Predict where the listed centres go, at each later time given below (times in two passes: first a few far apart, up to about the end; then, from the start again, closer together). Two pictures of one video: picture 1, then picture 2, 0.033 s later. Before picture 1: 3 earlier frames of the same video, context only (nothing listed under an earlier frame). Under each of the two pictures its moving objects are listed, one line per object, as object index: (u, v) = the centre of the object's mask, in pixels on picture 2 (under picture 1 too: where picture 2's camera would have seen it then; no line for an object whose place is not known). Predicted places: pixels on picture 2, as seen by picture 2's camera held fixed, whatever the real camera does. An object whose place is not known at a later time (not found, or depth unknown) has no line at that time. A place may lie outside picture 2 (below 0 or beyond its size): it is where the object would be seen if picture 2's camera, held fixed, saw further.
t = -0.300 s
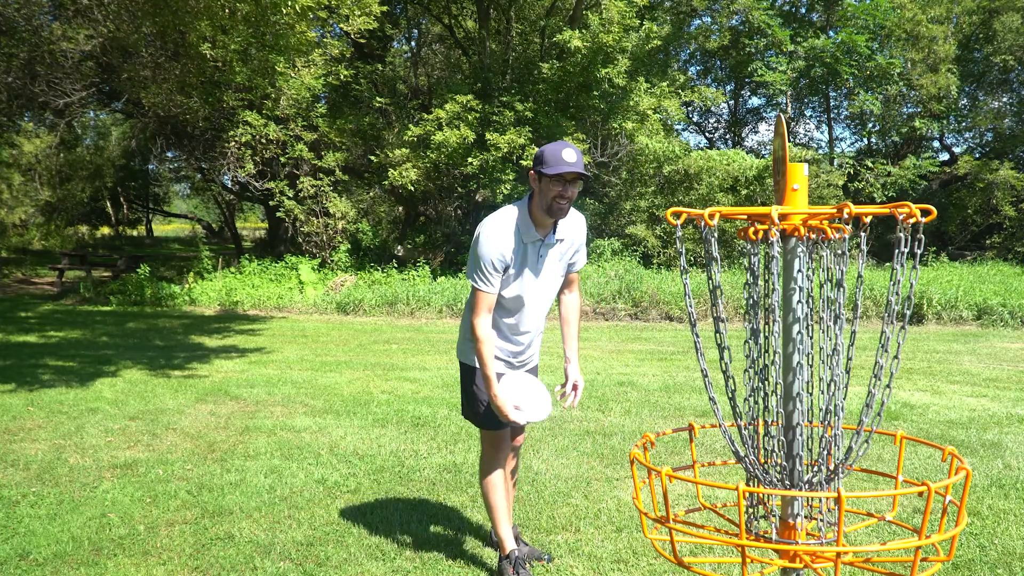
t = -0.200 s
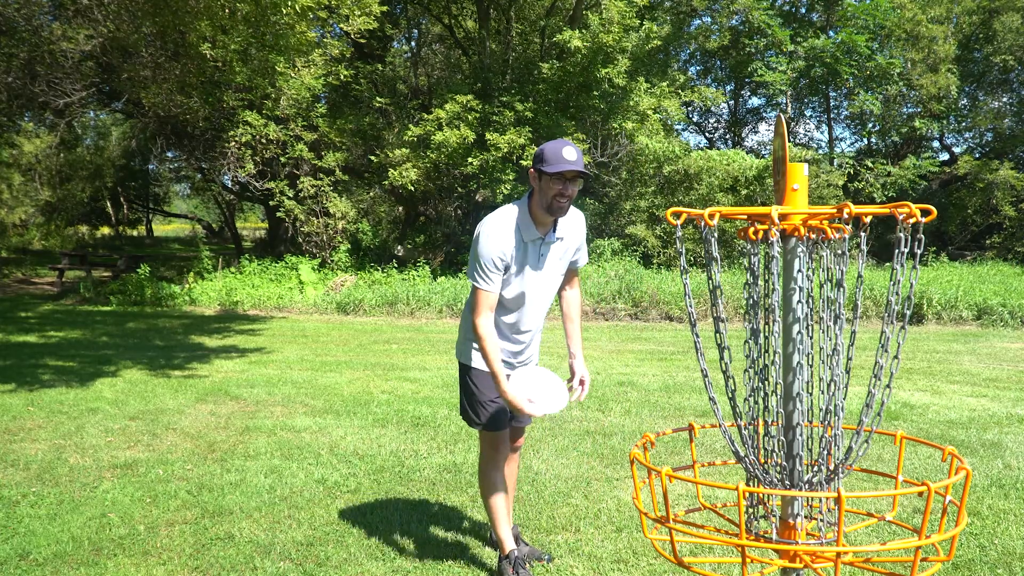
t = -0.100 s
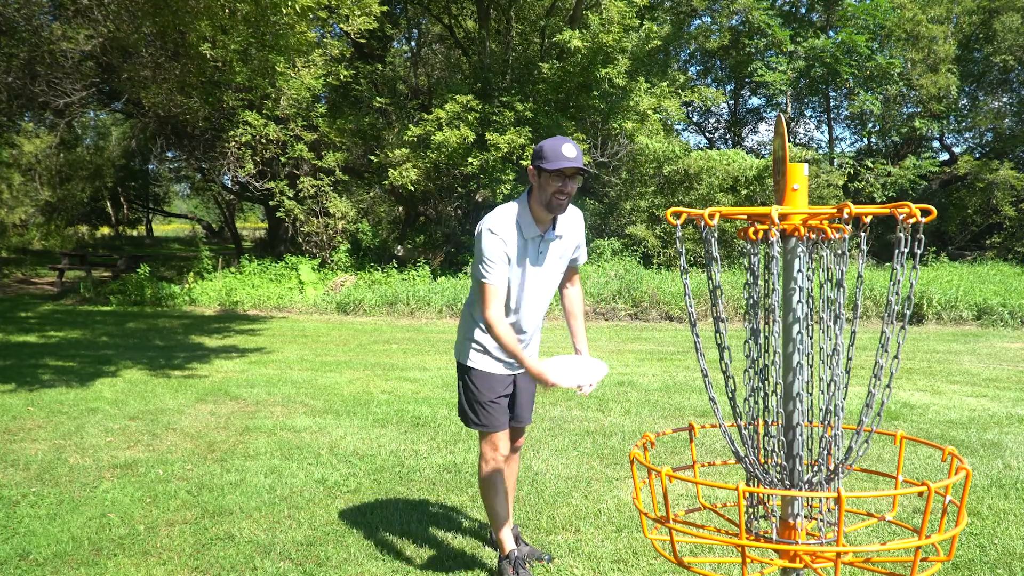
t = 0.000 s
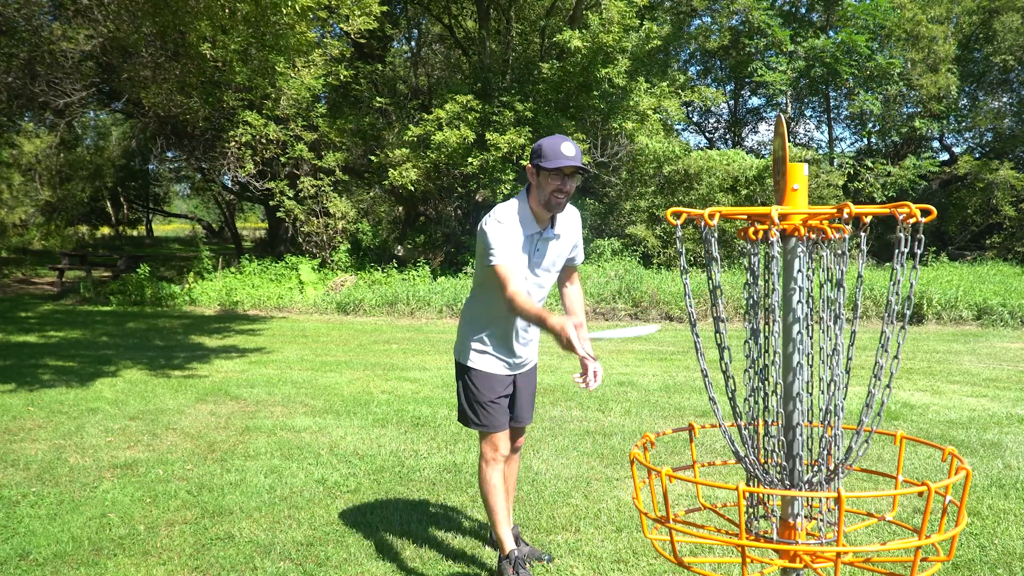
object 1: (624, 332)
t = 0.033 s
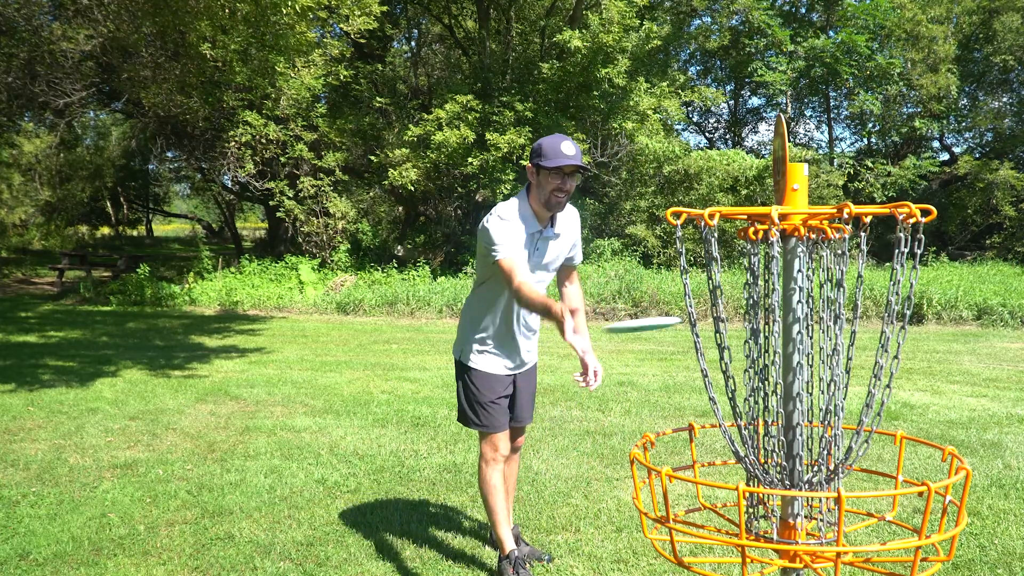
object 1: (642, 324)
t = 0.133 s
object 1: (705, 324)
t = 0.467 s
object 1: (762, 445)
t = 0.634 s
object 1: (732, 485)
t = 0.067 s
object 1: (657, 321)
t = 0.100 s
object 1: (678, 321)
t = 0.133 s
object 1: (705, 324)
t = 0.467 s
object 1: (762, 445)
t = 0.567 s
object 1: (733, 485)
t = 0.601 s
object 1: (733, 491)
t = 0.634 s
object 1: (732, 485)
